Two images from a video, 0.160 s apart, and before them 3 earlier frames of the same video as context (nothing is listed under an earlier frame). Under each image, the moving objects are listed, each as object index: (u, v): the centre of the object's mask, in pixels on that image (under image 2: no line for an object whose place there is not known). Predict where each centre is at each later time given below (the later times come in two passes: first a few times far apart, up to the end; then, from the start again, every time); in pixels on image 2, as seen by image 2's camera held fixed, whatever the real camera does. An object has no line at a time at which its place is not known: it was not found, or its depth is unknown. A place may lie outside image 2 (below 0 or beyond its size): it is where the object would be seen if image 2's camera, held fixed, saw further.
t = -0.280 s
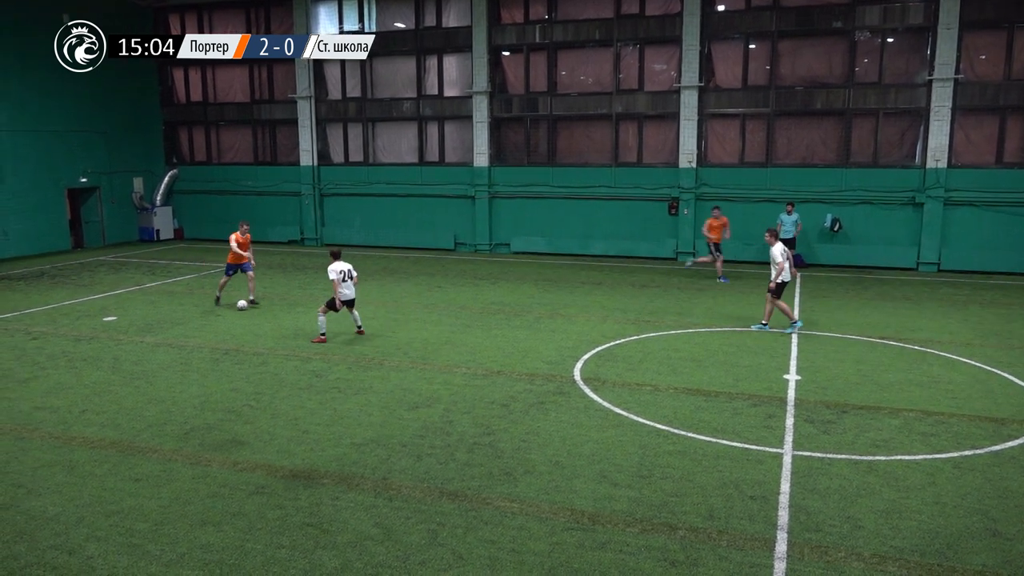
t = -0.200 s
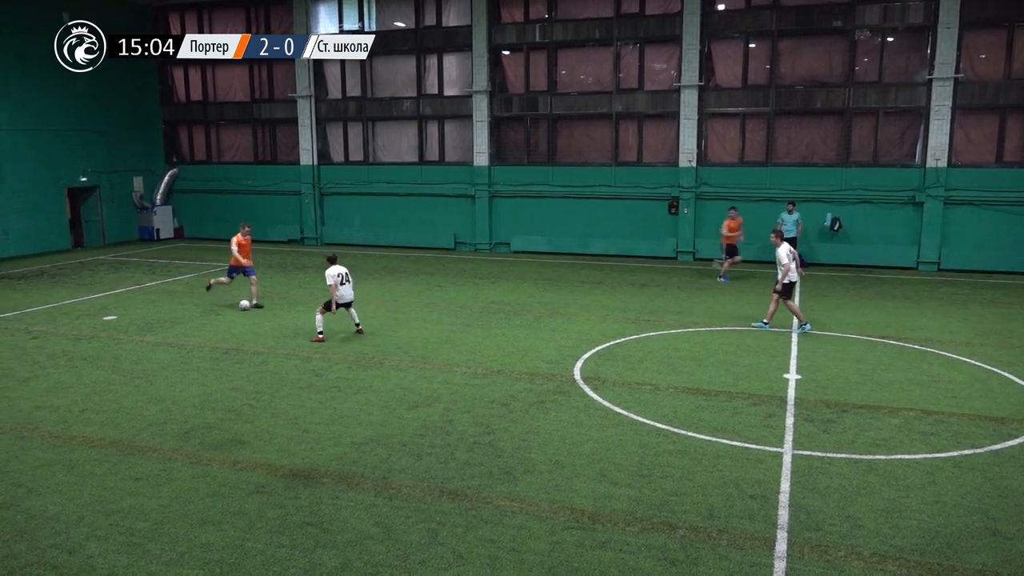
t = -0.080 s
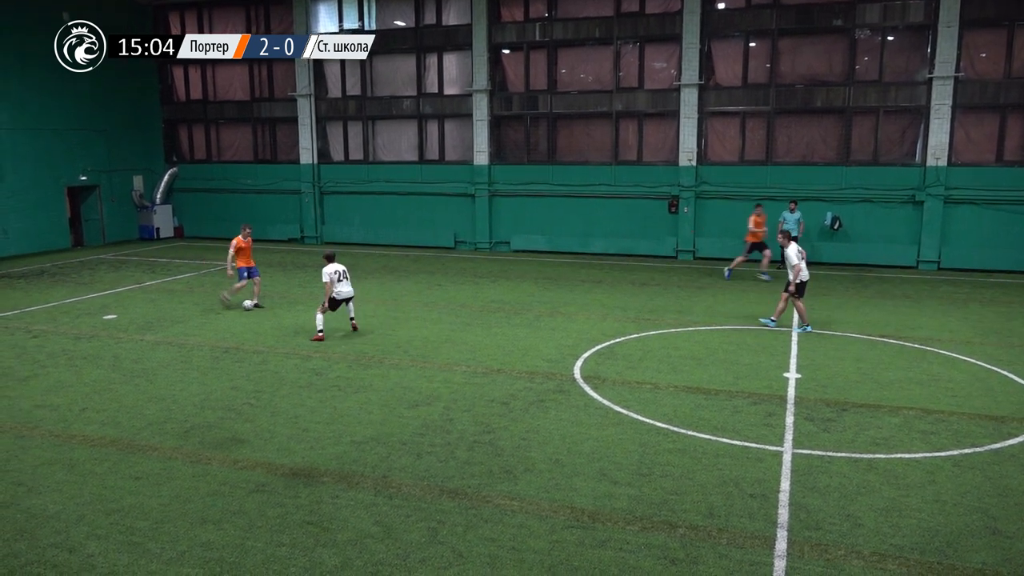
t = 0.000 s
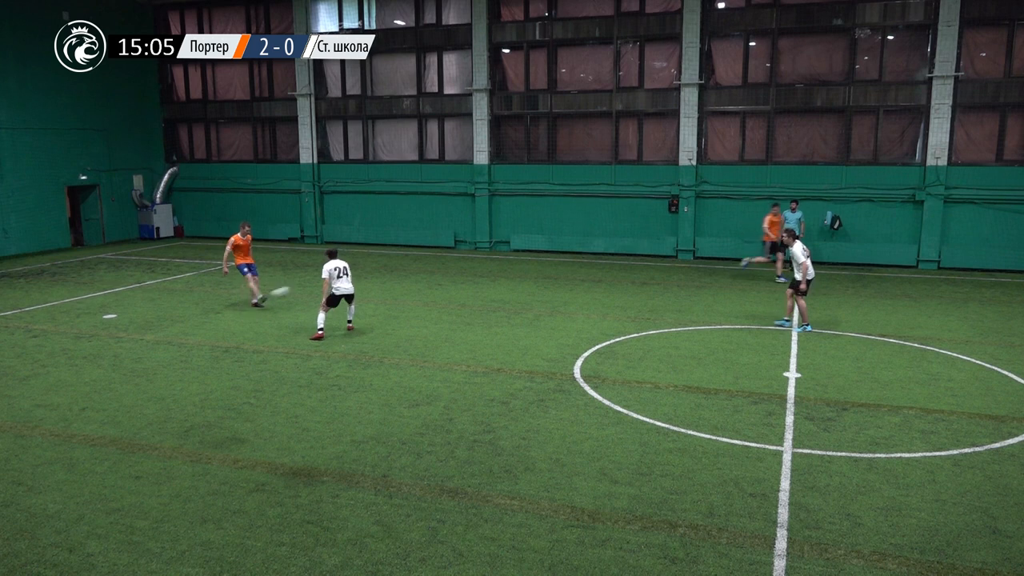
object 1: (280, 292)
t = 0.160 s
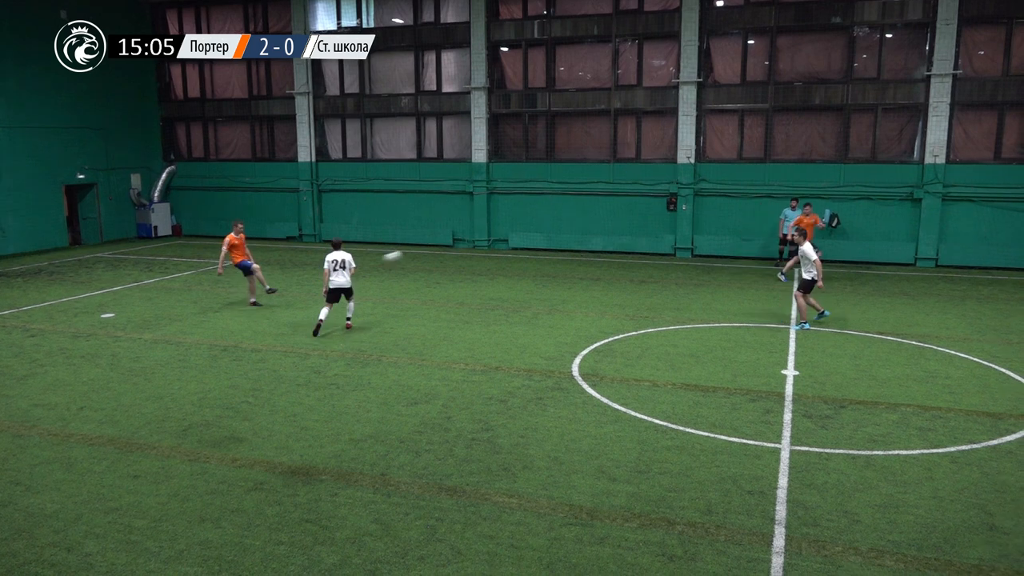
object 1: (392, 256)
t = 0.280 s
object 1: (480, 238)
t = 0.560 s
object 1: (690, 221)
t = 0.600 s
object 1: (720, 222)
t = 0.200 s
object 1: (421, 249)
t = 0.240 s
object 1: (451, 243)
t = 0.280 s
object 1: (480, 238)
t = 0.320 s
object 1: (509, 233)
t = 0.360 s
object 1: (539, 229)
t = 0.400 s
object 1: (570, 226)
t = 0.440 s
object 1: (599, 223)
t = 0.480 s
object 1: (630, 222)
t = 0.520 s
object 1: (660, 221)
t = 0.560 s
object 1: (690, 221)
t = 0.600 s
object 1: (720, 222)
